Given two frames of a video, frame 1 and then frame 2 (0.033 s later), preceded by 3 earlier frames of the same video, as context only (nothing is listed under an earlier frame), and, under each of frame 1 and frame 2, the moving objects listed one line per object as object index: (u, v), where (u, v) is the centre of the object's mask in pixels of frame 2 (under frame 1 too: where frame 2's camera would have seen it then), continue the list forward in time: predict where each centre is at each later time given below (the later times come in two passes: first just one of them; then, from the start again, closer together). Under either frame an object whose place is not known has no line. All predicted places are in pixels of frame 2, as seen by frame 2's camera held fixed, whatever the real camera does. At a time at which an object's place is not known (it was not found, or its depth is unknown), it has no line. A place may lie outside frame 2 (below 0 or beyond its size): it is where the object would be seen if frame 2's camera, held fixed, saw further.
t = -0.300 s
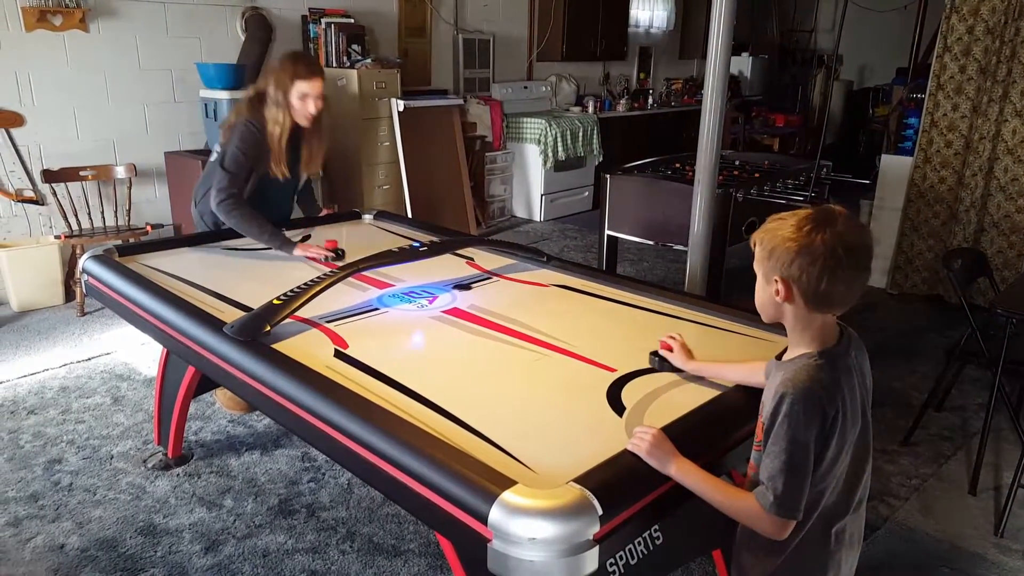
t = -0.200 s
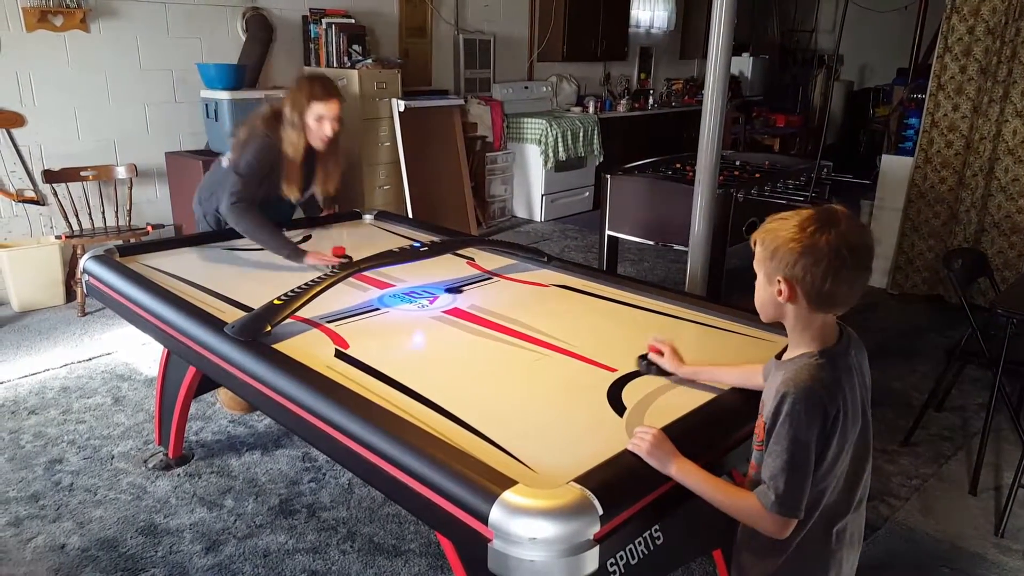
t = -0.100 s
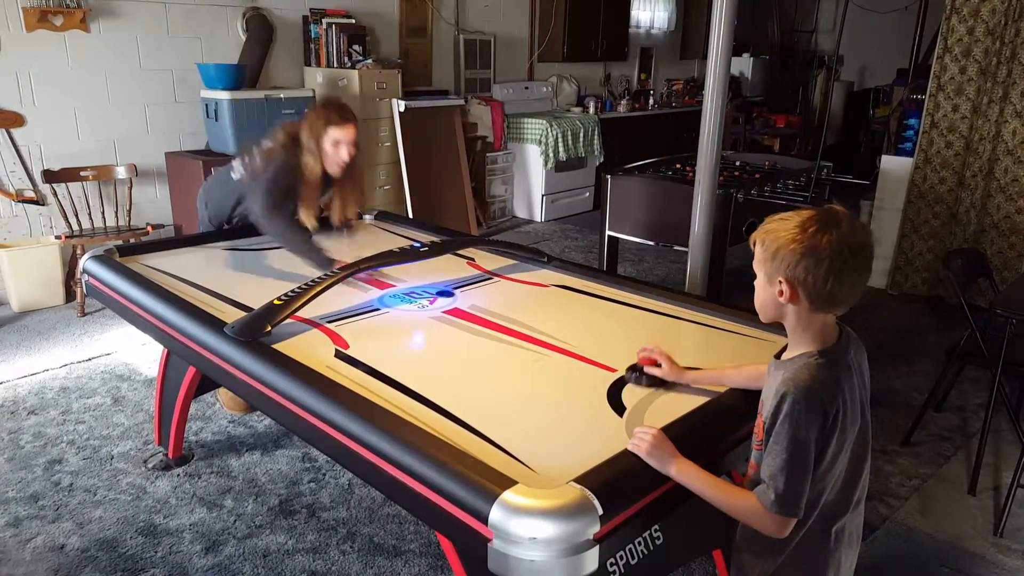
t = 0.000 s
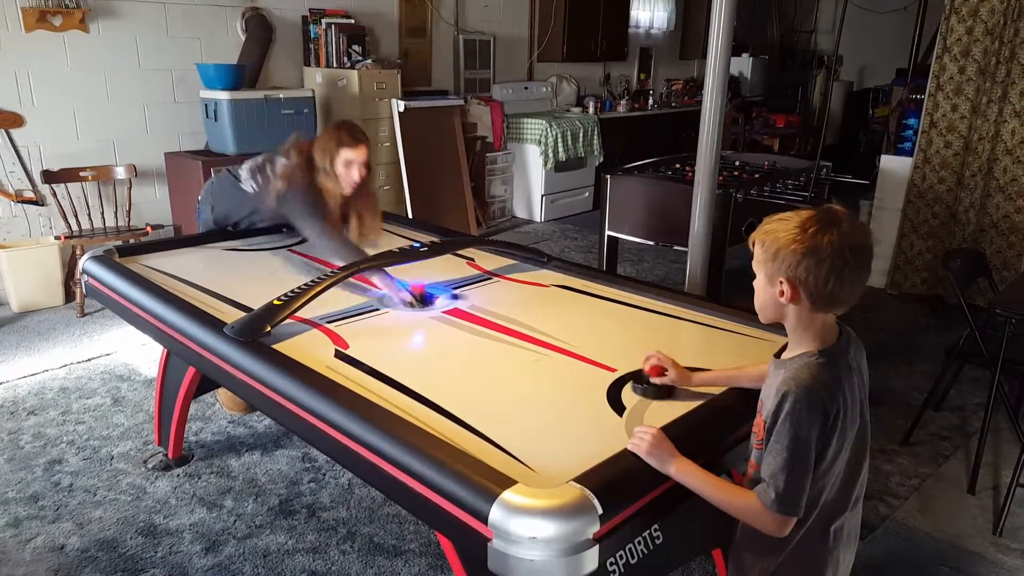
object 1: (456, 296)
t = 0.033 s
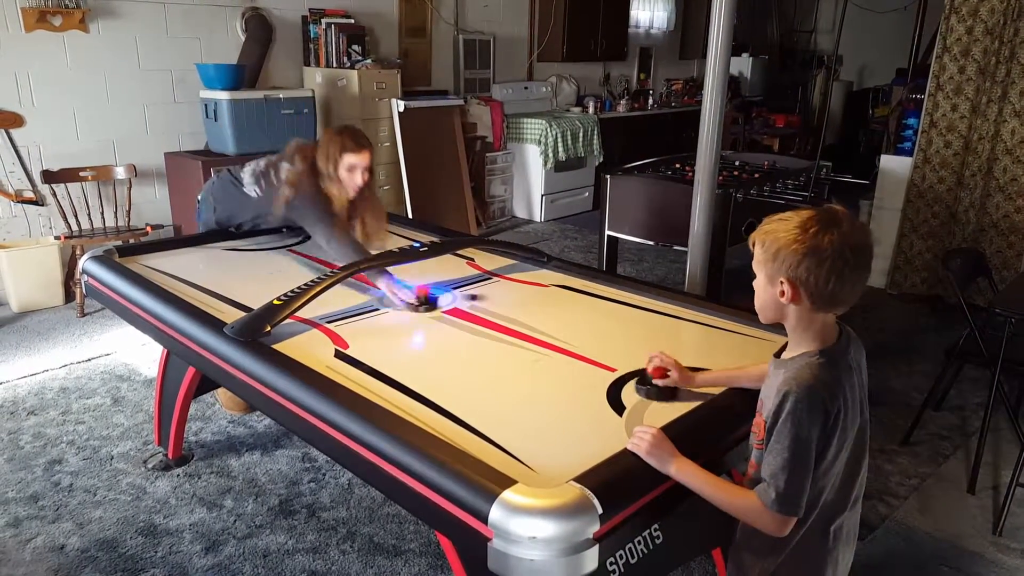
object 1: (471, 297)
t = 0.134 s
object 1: (529, 299)
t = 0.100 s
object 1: (510, 298)
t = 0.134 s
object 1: (529, 299)
